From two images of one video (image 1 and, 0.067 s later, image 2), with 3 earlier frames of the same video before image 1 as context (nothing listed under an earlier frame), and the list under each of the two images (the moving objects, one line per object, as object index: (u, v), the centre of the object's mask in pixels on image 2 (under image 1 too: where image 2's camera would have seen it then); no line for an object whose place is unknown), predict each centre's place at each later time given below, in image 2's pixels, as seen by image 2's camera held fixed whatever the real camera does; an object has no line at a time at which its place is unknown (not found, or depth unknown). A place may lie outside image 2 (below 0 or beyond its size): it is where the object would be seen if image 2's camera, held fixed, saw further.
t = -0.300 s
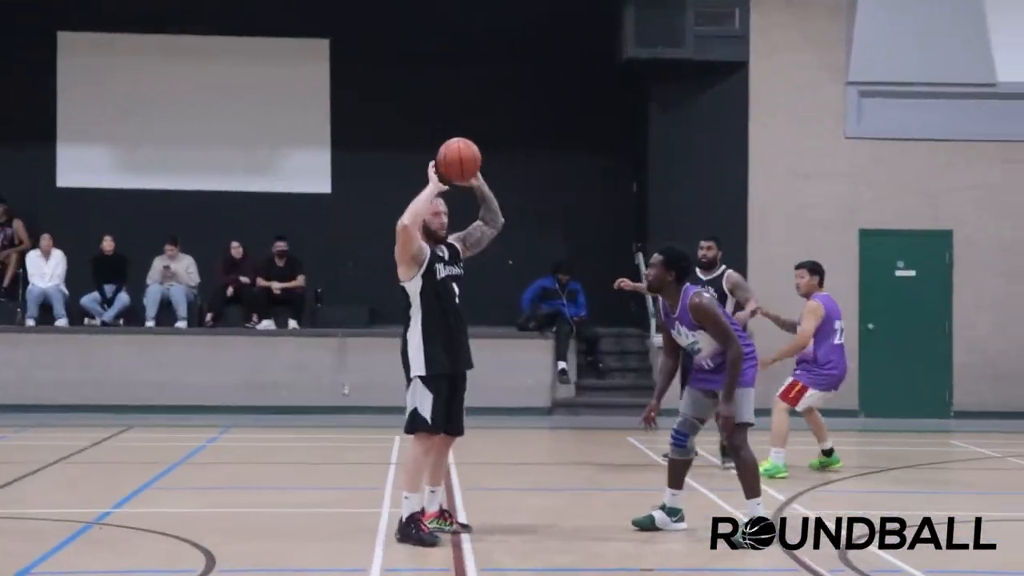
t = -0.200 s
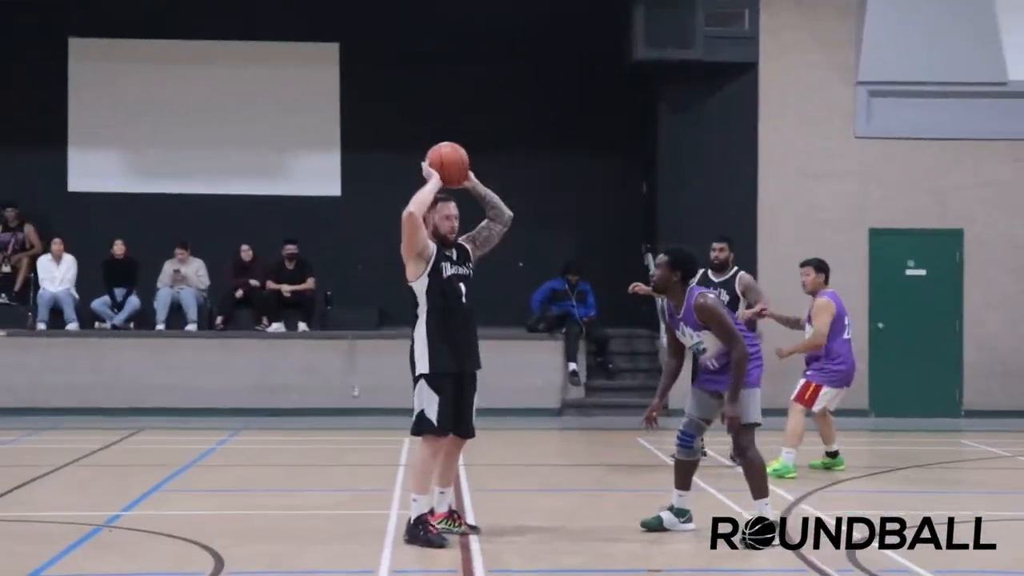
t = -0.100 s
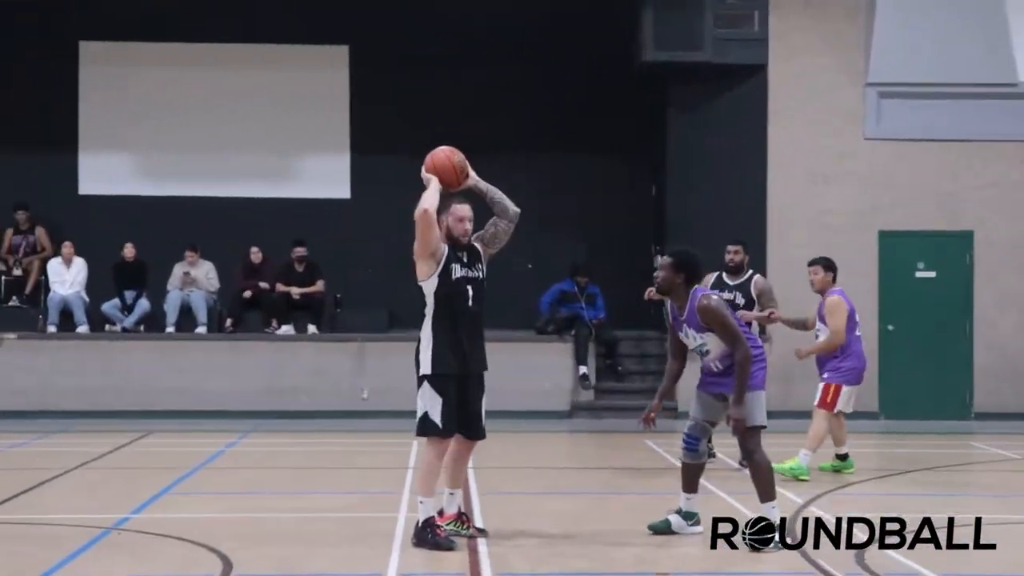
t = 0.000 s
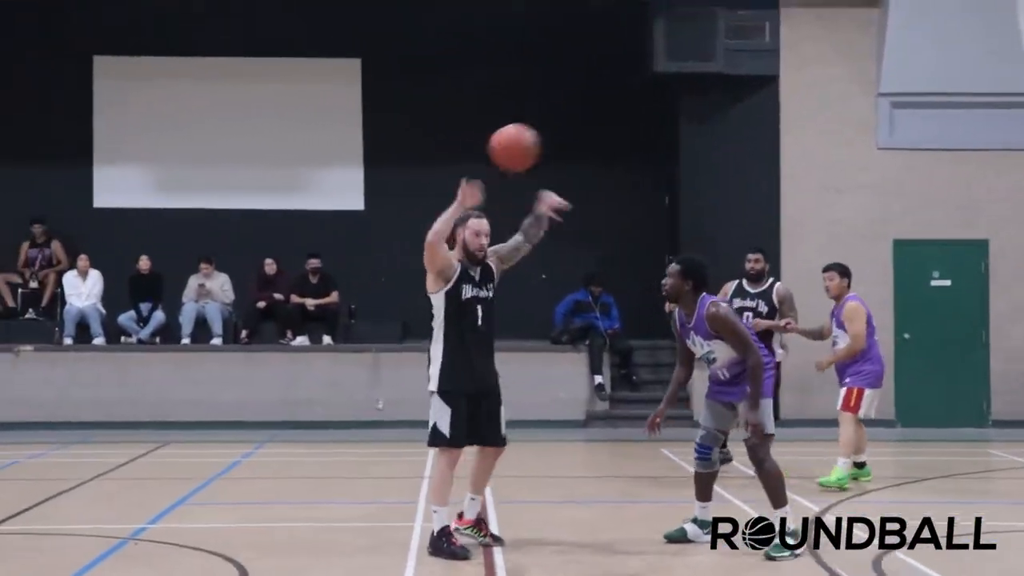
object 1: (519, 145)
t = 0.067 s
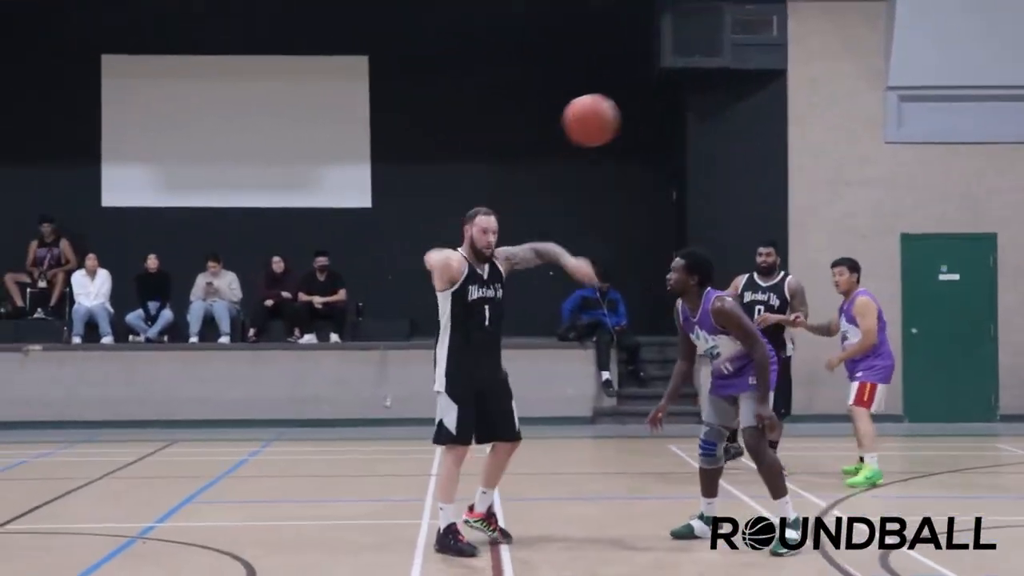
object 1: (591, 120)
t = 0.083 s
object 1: (610, 116)
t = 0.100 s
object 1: (631, 111)
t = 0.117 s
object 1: (652, 107)
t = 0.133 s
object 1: (675, 102)
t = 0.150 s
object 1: (699, 98)
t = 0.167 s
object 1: (724, 94)
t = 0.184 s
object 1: (752, 91)
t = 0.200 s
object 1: (779, 89)
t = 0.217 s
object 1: (810, 87)
